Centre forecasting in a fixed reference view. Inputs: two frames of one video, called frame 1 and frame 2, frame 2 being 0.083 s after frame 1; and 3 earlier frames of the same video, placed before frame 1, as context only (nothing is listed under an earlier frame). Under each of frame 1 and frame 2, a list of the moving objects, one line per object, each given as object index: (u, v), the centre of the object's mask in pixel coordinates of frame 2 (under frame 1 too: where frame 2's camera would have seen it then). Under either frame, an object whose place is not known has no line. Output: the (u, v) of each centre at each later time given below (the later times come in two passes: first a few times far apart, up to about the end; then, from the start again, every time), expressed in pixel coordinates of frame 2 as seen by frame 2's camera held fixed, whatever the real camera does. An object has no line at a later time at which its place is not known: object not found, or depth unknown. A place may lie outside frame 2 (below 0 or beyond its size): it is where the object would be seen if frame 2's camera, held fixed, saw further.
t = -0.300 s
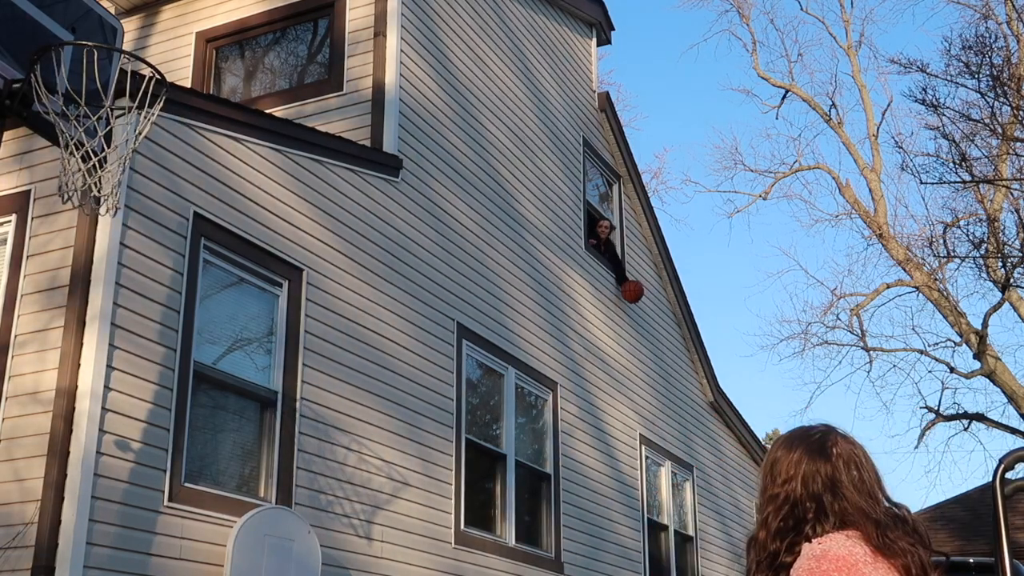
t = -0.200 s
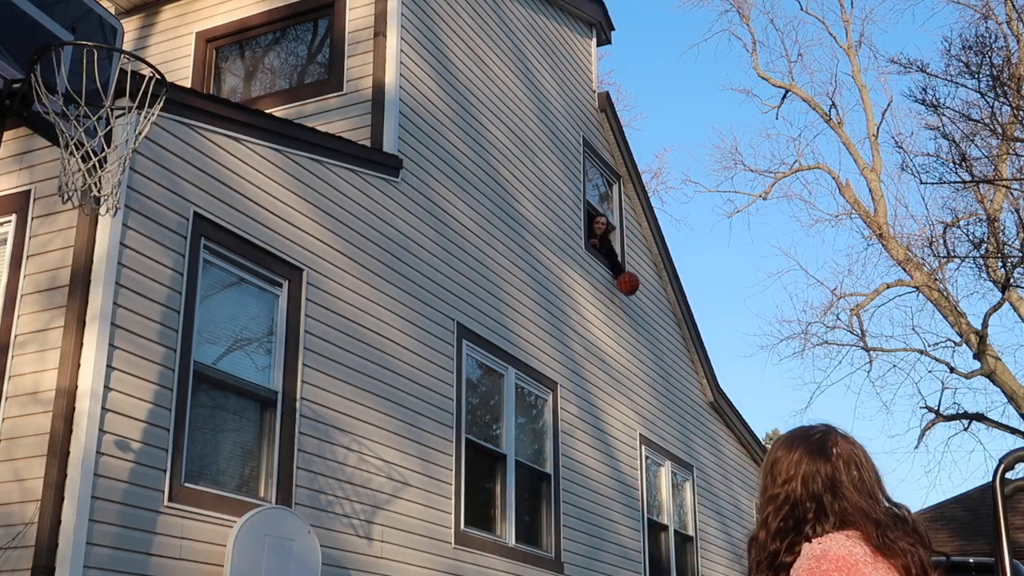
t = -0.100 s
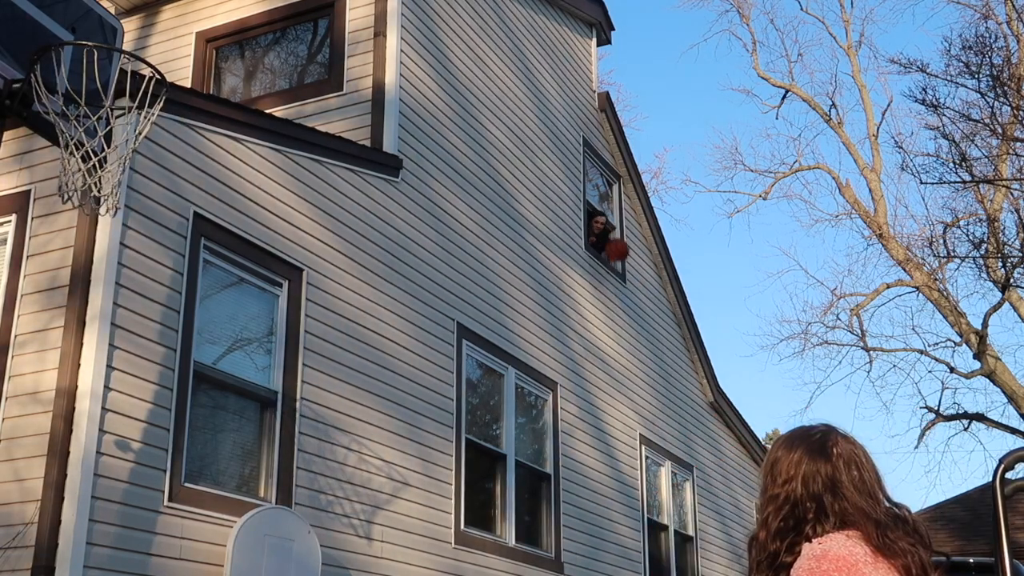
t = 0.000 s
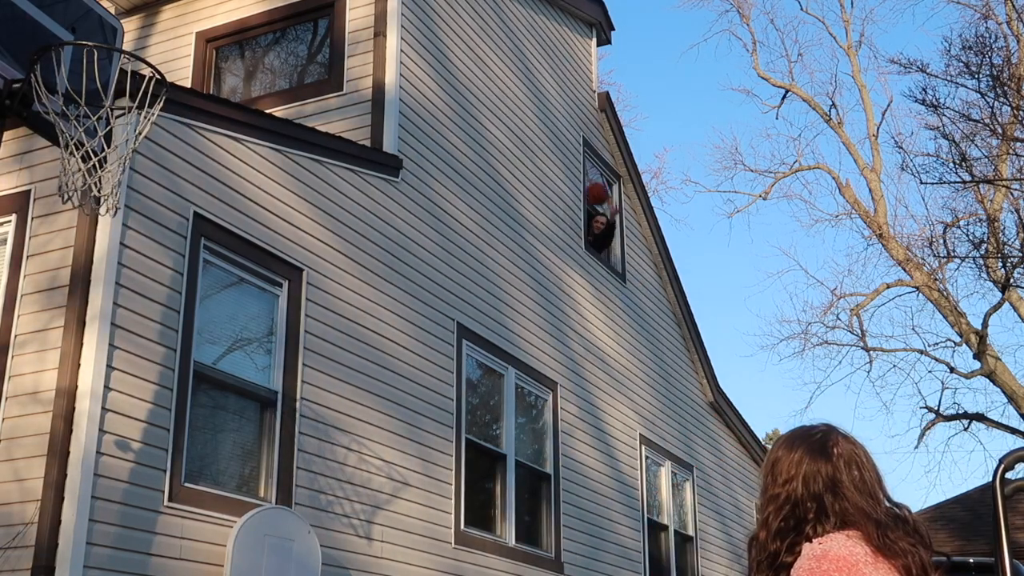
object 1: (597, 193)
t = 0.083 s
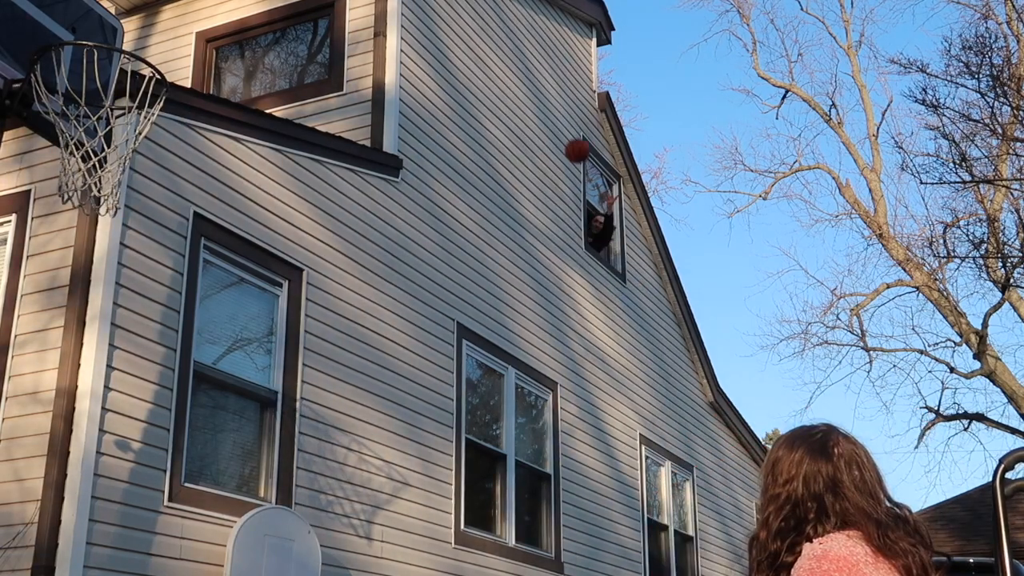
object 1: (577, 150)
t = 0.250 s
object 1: (536, 77)
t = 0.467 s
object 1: (475, 12)
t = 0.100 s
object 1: (574, 142)
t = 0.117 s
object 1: (570, 134)
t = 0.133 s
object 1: (565, 127)
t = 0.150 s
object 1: (561, 119)
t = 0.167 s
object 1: (557, 111)
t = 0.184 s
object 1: (553, 104)
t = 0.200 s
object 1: (549, 97)
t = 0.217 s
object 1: (545, 90)
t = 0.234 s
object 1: (541, 83)
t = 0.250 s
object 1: (536, 77)
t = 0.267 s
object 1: (532, 71)
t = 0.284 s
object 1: (528, 65)
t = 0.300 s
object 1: (523, 59)
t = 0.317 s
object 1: (519, 53)
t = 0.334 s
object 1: (514, 48)
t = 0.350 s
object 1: (510, 42)
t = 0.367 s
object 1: (505, 37)
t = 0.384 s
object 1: (500, 32)
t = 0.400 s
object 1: (495, 27)
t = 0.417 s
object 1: (491, 23)
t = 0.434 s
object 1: (486, 19)
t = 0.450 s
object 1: (480, 15)
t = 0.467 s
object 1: (475, 12)
